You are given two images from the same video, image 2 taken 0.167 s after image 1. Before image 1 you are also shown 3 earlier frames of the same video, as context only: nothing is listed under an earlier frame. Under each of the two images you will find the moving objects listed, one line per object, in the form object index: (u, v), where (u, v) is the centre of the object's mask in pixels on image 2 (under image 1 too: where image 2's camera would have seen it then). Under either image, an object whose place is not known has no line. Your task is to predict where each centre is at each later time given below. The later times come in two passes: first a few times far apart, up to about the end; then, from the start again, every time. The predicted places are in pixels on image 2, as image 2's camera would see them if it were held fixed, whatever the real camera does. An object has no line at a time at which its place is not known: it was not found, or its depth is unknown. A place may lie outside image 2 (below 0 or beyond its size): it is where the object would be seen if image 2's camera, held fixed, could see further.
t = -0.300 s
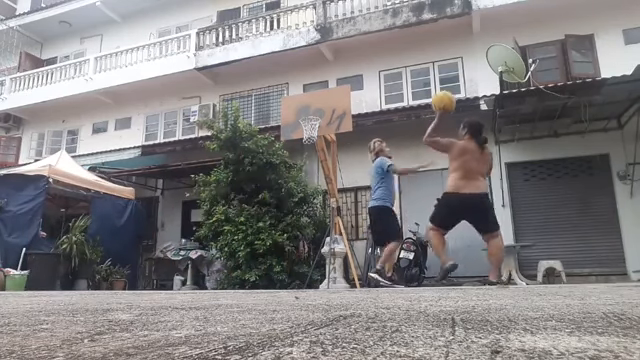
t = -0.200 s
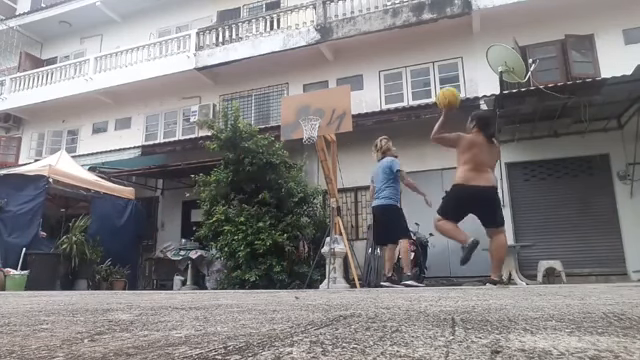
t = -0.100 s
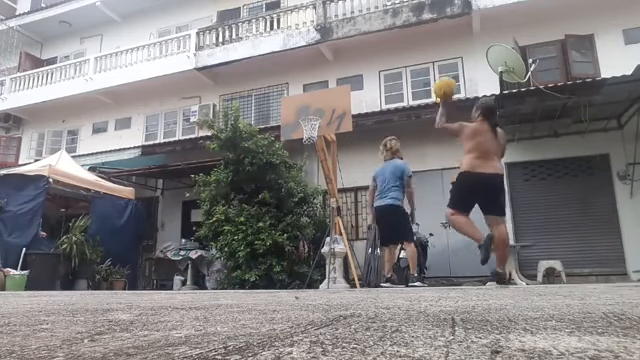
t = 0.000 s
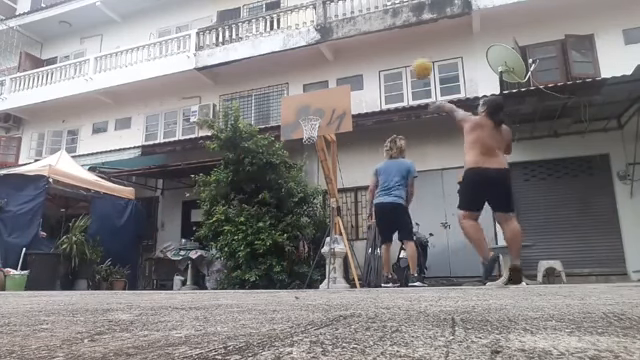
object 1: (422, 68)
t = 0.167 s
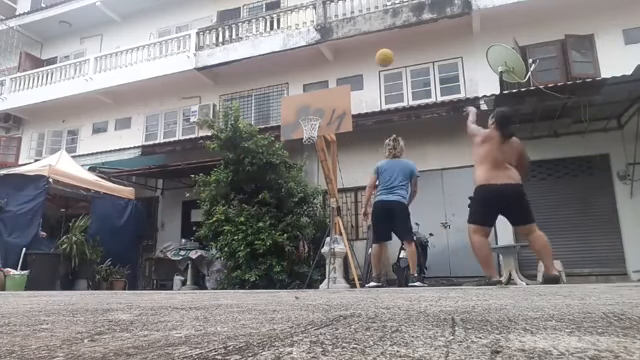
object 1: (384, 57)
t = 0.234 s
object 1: (372, 59)
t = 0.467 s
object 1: (339, 83)
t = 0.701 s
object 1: (310, 113)
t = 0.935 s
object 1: (292, 112)
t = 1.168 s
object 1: (272, 135)
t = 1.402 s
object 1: (253, 192)
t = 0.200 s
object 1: (378, 58)
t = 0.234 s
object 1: (372, 59)
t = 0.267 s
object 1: (367, 61)
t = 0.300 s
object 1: (361, 63)
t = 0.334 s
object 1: (357, 65)
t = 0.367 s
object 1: (352, 69)
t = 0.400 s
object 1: (347, 72)
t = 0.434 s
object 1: (343, 78)
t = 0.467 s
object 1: (339, 83)
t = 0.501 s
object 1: (336, 90)
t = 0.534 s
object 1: (332, 96)
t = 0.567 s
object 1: (329, 102)
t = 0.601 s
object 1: (325, 103)
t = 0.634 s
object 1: (319, 106)
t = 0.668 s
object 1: (314, 110)
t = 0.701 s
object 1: (310, 113)
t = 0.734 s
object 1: (306, 112)
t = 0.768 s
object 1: (304, 113)
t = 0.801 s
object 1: (301, 113)
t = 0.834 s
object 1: (299, 112)
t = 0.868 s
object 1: (297, 112)
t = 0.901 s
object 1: (294, 112)
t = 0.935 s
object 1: (292, 112)
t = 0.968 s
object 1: (289, 114)
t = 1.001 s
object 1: (286, 116)
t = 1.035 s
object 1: (283, 118)
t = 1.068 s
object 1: (280, 121)
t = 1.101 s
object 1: (278, 126)
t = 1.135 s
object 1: (276, 129)
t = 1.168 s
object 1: (272, 135)
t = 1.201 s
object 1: (270, 141)
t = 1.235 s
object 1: (267, 147)
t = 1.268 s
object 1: (264, 155)
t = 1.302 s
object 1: (261, 163)
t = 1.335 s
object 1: (258, 172)
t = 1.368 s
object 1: (256, 182)
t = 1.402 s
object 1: (253, 192)
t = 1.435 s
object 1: (250, 203)
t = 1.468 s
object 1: (247, 215)
